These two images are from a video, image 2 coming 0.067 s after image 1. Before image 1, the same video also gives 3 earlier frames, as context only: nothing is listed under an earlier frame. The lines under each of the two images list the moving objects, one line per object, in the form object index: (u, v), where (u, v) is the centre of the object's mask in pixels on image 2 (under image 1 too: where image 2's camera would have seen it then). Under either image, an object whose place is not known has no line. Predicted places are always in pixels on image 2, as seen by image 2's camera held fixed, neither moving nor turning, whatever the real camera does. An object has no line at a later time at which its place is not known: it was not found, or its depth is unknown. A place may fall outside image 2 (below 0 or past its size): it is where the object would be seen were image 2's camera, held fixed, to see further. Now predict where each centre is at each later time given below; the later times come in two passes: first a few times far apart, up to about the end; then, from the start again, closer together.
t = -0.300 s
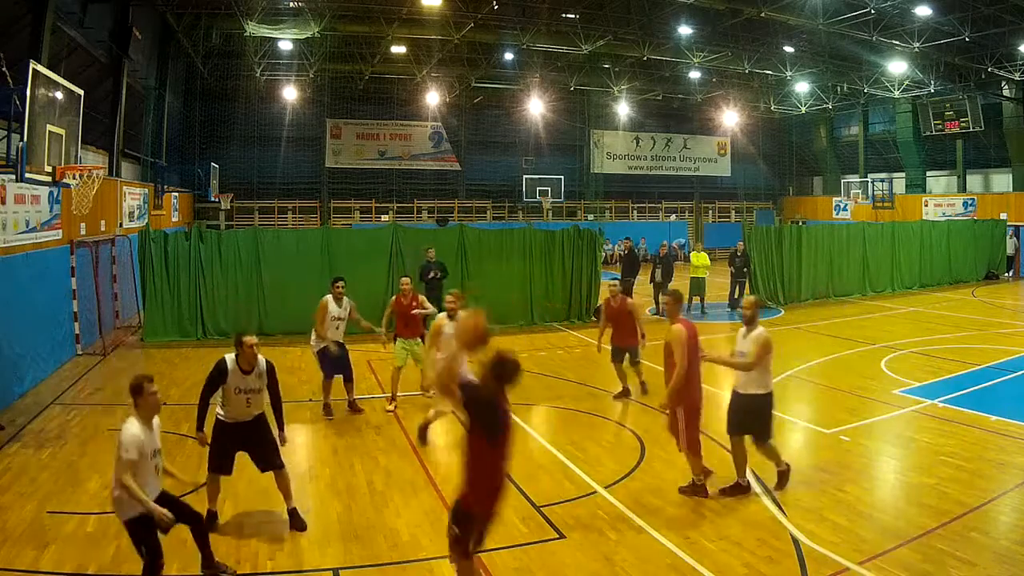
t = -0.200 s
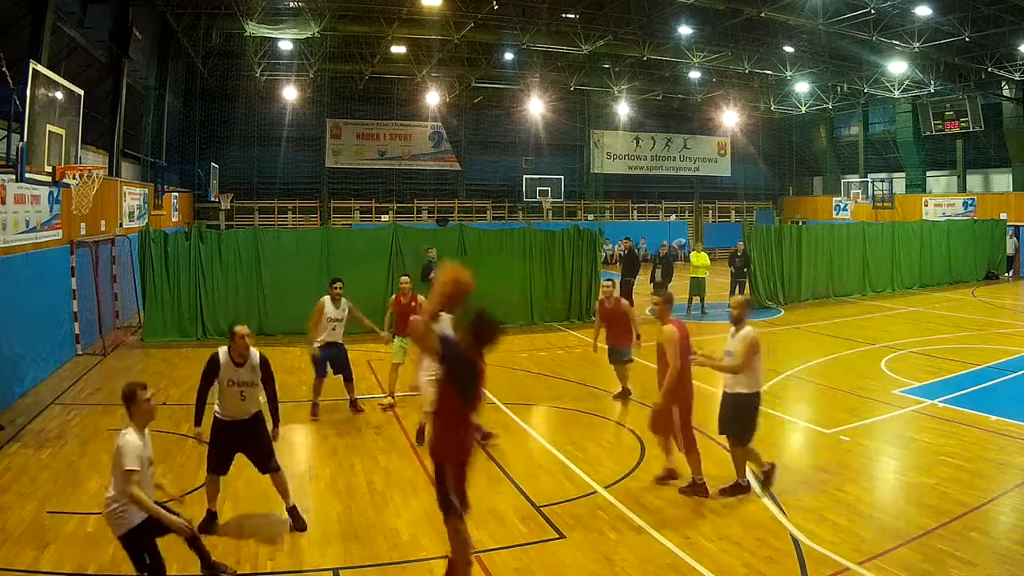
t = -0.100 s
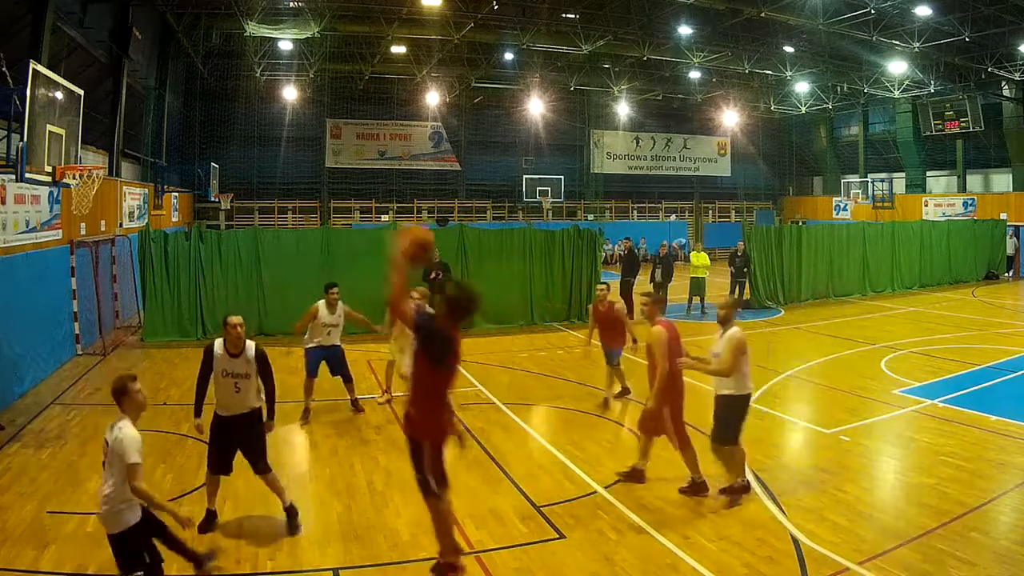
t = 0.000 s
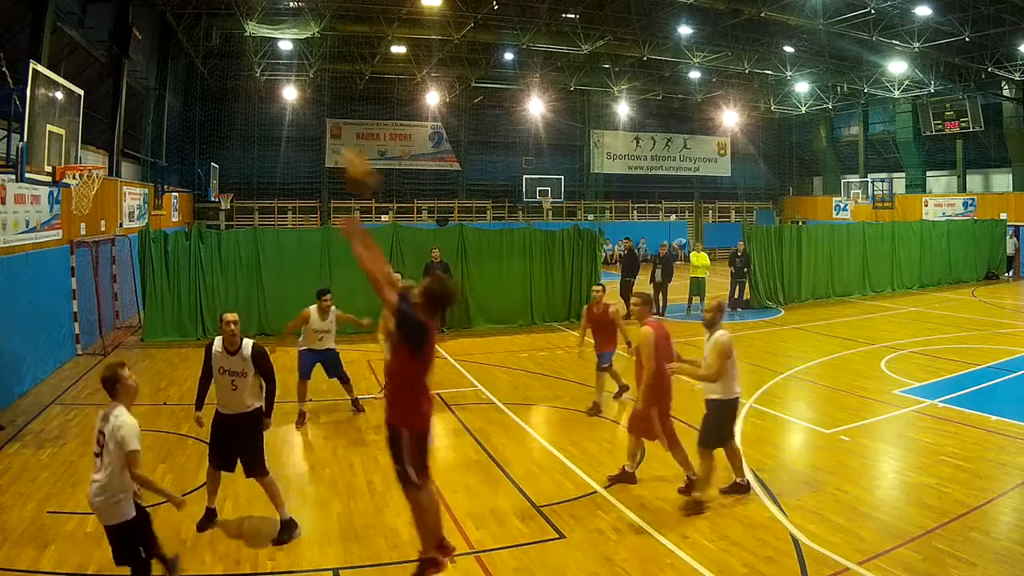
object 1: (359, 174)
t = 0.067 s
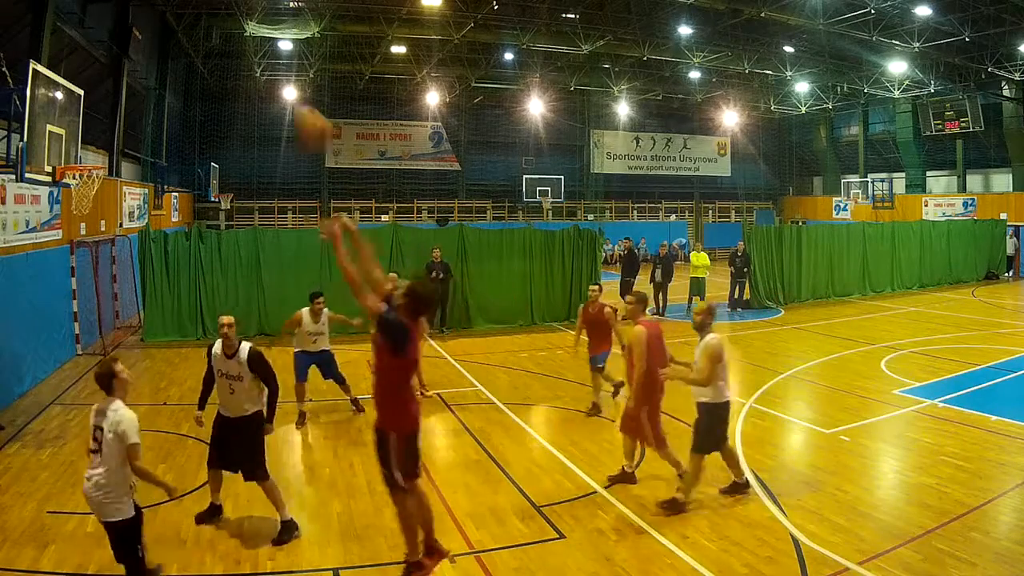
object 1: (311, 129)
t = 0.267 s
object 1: (211, 60)
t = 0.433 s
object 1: (148, 48)
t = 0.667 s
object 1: (77, 85)
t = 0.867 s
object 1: (86, 142)
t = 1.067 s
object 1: (81, 159)
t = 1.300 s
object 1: (86, 179)
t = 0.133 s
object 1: (271, 89)
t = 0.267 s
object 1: (211, 60)
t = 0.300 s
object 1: (197, 54)
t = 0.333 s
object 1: (184, 51)
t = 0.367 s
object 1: (171, 48)
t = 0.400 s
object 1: (159, 48)
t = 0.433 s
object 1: (148, 48)
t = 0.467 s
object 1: (137, 51)
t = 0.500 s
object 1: (125, 54)
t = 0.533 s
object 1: (115, 59)
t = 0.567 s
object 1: (104, 64)
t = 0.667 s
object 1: (77, 85)
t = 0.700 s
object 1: (67, 97)
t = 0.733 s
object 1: (57, 107)
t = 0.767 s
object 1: (62, 112)
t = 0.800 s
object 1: (70, 121)
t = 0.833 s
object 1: (79, 132)
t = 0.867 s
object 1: (86, 142)
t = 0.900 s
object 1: (92, 153)
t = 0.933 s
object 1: (94, 156)
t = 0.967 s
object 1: (88, 155)
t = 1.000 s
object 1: (81, 158)
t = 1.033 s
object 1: (79, 159)
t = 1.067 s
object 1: (81, 159)
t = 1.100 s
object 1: (86, 159)
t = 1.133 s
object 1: (89, 158)
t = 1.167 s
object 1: (89, 158)
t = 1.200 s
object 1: (92, 176)
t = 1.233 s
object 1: (87, 179)
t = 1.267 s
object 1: (85, 180)
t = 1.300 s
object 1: (86, 179)
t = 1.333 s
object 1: (86, 184)
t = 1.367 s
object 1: (89, 178)
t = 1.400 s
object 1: (77, 196)
